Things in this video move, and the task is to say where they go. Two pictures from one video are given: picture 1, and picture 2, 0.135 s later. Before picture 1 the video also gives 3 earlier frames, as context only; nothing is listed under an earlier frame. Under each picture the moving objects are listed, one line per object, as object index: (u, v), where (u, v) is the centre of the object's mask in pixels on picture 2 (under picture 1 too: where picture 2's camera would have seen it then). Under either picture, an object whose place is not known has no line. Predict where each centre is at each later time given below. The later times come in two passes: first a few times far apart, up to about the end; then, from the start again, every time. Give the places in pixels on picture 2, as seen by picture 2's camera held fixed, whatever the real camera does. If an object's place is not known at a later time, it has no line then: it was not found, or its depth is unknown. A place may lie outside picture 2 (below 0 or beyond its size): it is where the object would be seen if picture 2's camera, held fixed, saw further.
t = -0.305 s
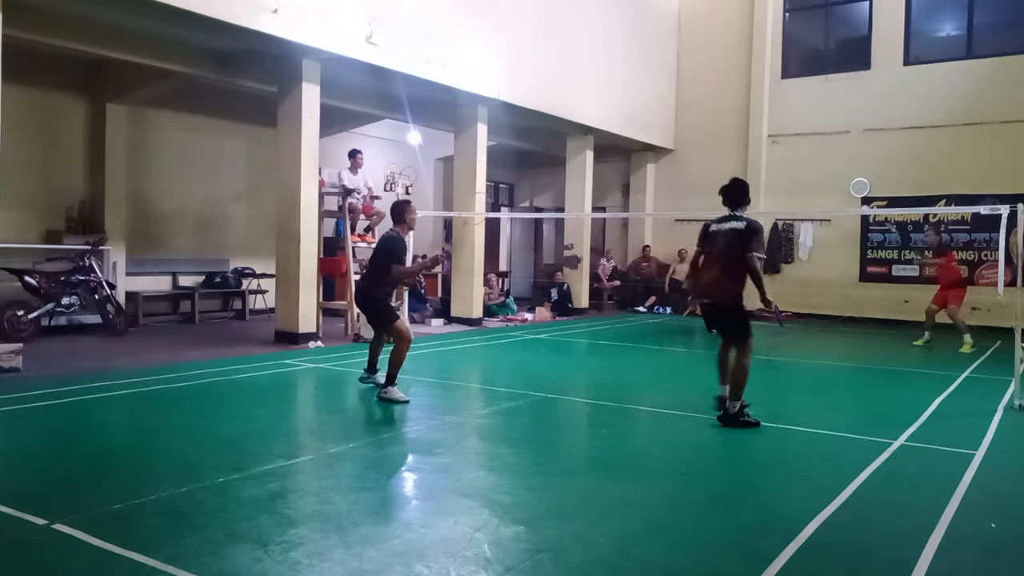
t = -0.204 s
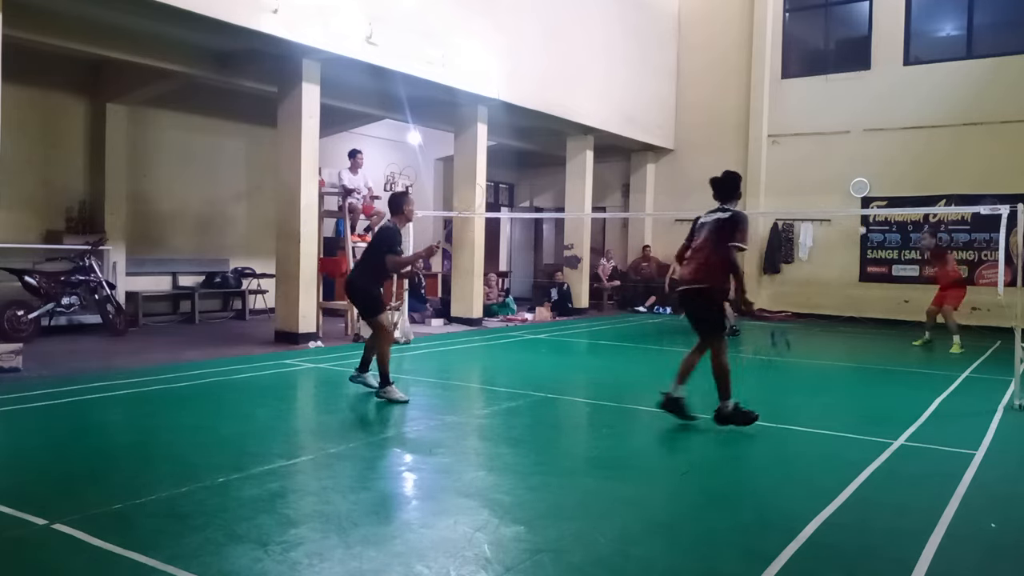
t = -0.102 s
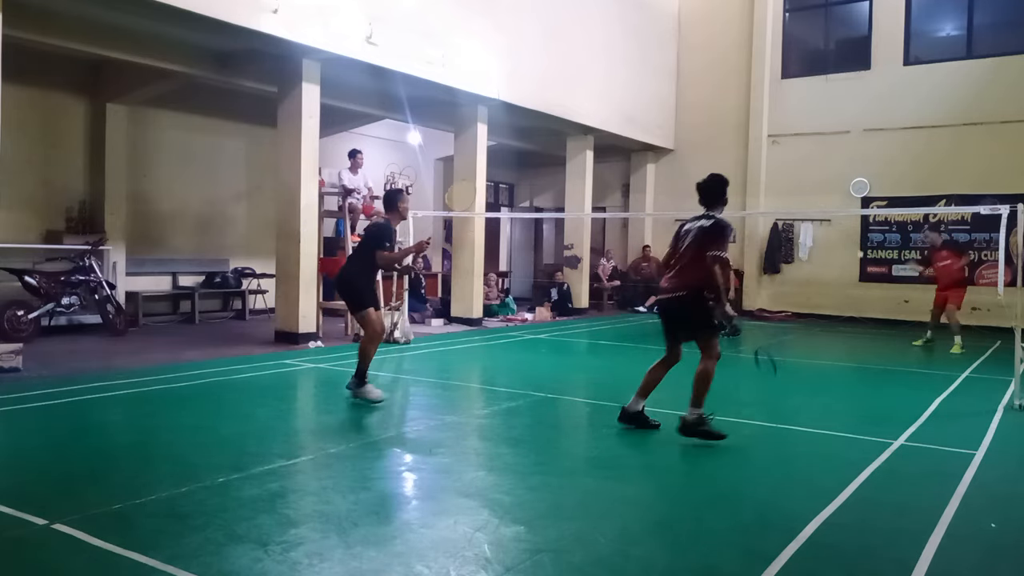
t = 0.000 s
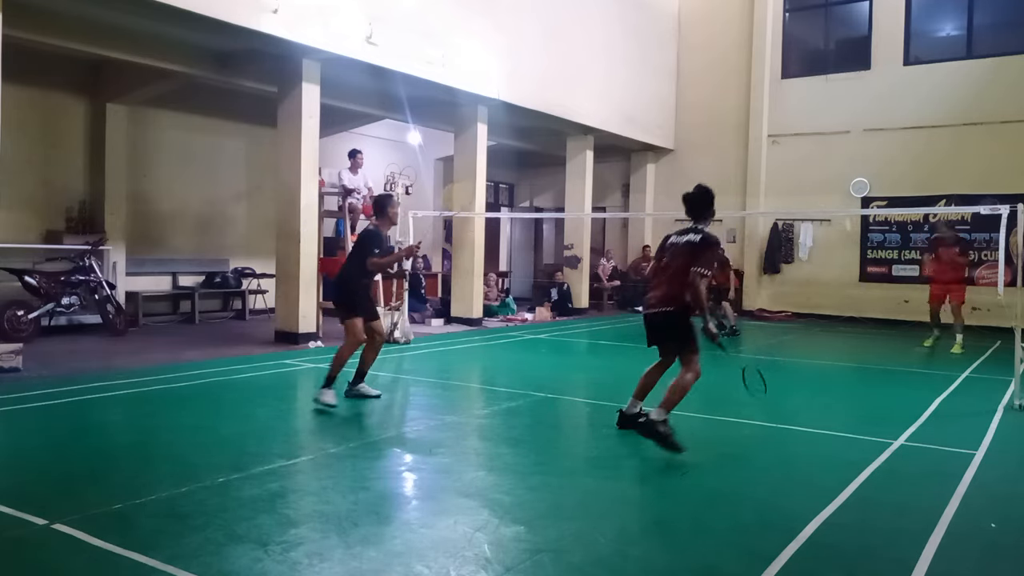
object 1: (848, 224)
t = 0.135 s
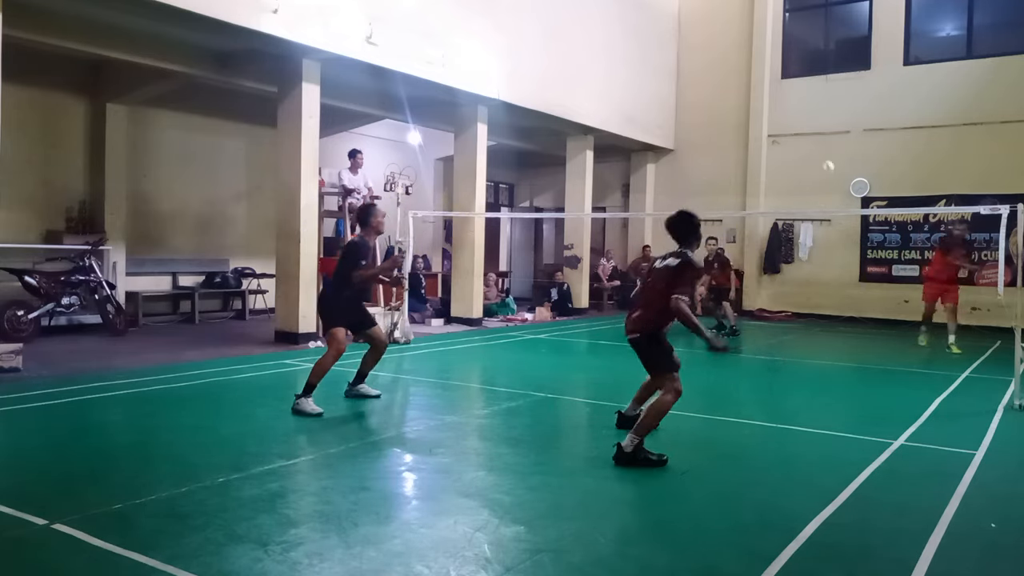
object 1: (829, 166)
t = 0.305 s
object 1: (812, 143)
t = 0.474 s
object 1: (799, 160)
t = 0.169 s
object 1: (825, 157)
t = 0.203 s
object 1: (821, 151)
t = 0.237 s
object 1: (818, 147)
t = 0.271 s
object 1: (815, 144)
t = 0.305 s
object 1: (812, 143)
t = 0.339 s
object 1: (808, 144)
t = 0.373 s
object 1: (806, 146)
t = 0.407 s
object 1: (803, 150)
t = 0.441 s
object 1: (799, 155)
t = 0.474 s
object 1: (799, 160)
